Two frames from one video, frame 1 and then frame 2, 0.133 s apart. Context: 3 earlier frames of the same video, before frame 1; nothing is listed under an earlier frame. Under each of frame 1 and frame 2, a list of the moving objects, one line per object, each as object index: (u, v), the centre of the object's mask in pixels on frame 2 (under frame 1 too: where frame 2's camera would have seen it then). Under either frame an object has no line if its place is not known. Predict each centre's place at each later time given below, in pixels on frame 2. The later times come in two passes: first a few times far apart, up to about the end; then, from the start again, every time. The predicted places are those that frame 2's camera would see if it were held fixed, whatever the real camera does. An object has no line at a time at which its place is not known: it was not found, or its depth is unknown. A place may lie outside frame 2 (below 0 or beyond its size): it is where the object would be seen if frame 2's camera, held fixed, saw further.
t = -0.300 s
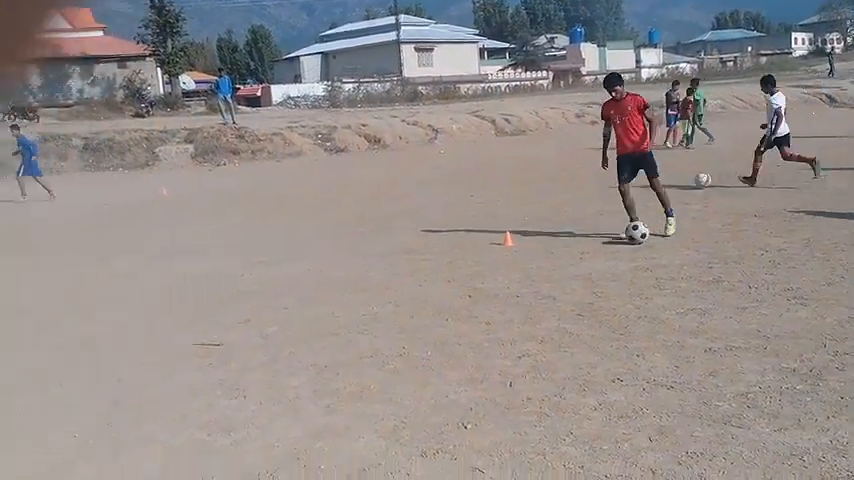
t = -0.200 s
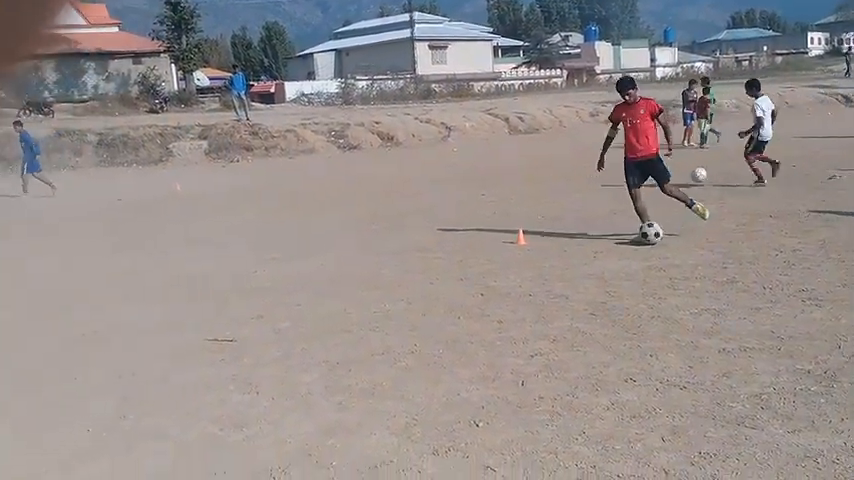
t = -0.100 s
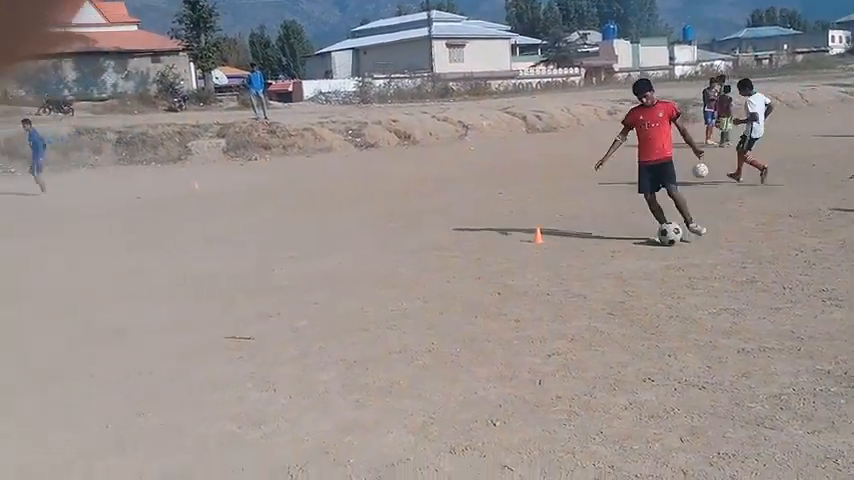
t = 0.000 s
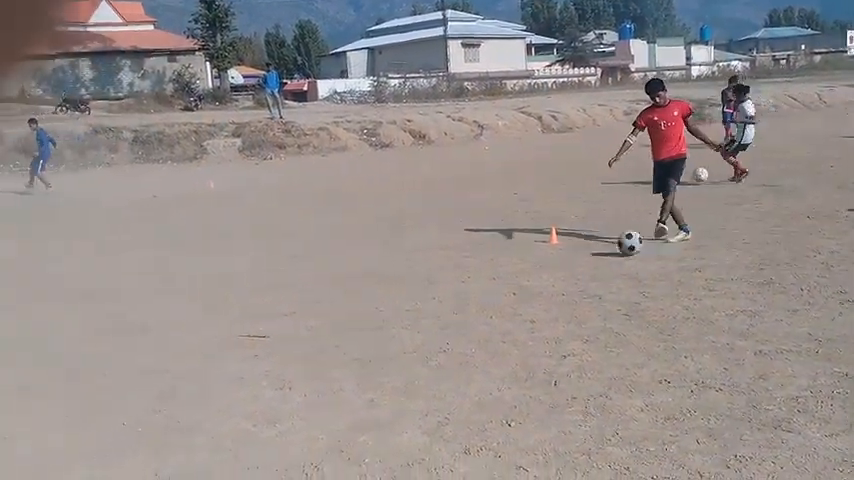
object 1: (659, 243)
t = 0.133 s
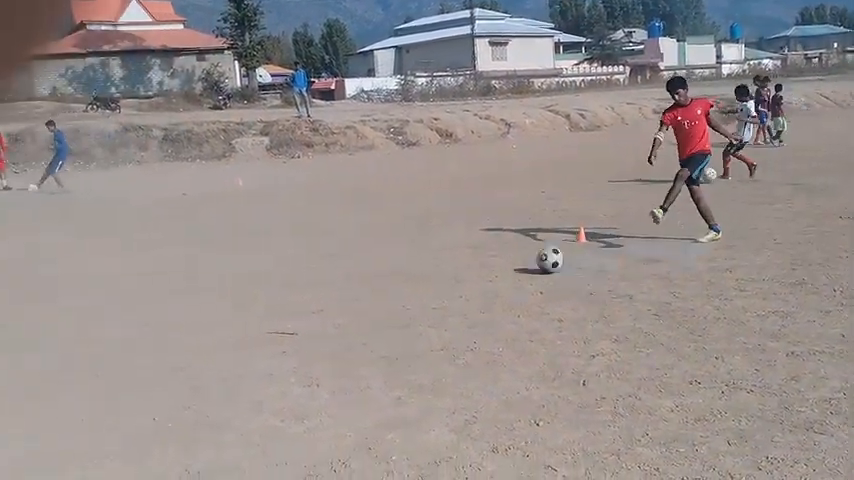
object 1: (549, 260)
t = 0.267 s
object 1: (440, 277)
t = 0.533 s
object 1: (234, 303)
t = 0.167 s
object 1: (521, 265)
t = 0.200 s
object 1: (494, 269)
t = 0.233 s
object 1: (467, 272)
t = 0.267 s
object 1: (440, 277)
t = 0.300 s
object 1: (414, 280)
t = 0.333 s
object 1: (390, 282)
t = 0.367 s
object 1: (364, 284)
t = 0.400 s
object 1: (338, 288)
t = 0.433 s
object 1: (311, 294)
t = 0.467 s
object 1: (283, 302)
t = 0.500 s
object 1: (260, 304)
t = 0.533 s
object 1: (234, 303)
